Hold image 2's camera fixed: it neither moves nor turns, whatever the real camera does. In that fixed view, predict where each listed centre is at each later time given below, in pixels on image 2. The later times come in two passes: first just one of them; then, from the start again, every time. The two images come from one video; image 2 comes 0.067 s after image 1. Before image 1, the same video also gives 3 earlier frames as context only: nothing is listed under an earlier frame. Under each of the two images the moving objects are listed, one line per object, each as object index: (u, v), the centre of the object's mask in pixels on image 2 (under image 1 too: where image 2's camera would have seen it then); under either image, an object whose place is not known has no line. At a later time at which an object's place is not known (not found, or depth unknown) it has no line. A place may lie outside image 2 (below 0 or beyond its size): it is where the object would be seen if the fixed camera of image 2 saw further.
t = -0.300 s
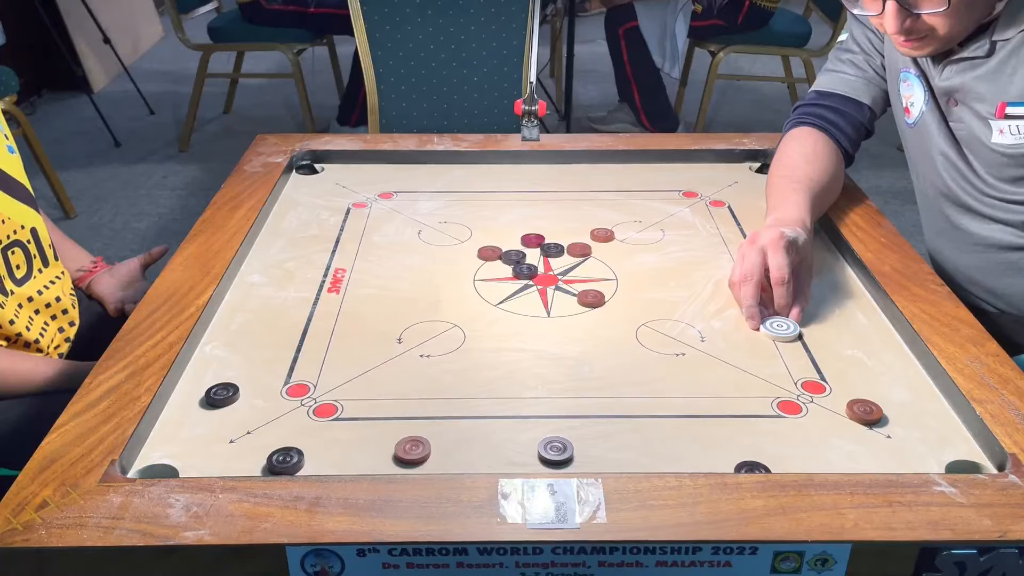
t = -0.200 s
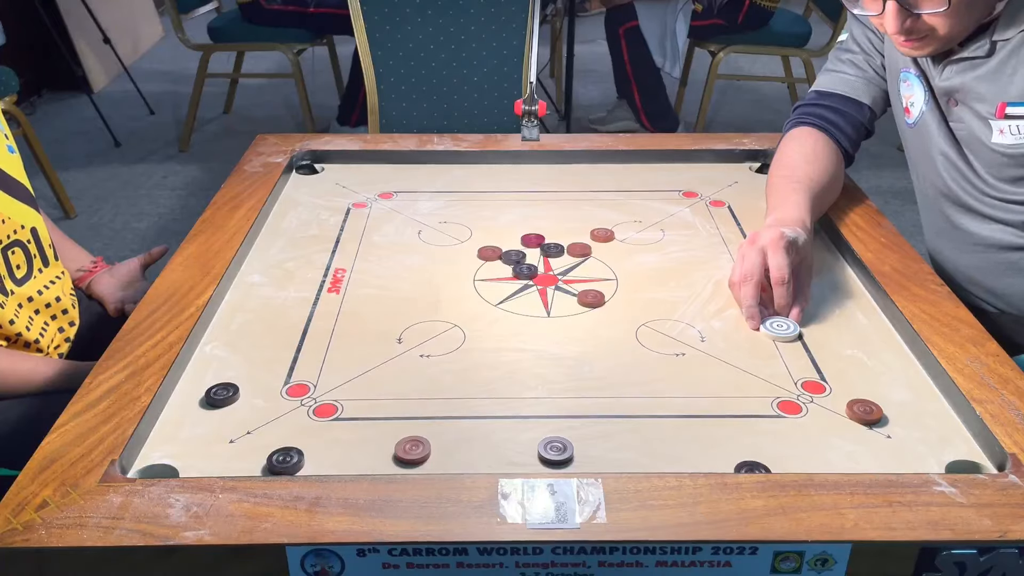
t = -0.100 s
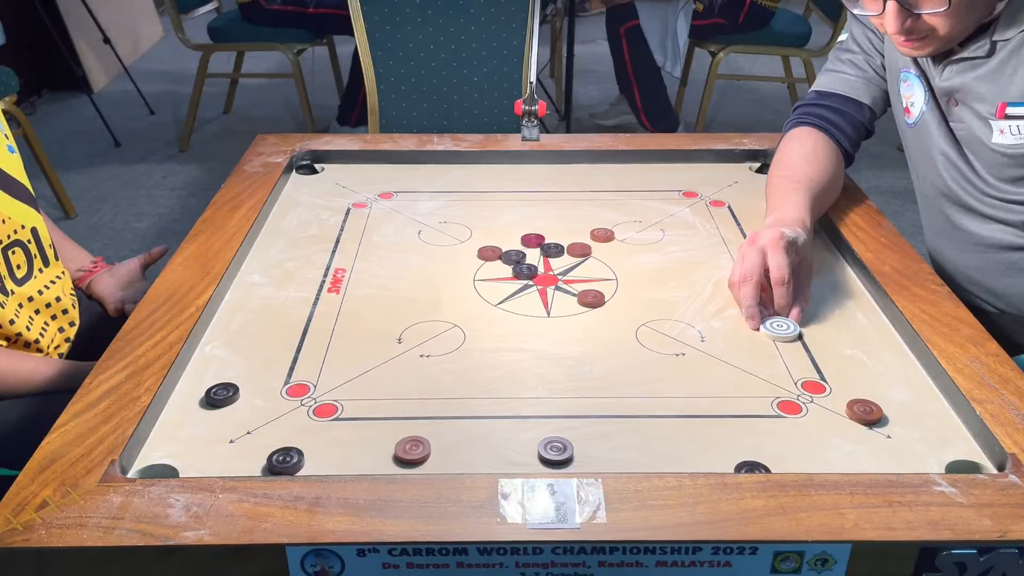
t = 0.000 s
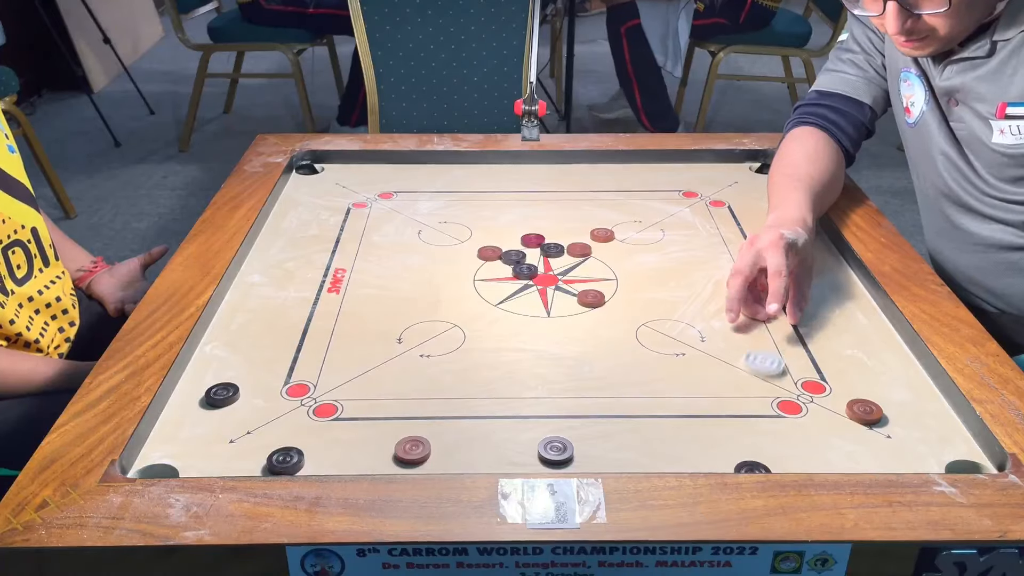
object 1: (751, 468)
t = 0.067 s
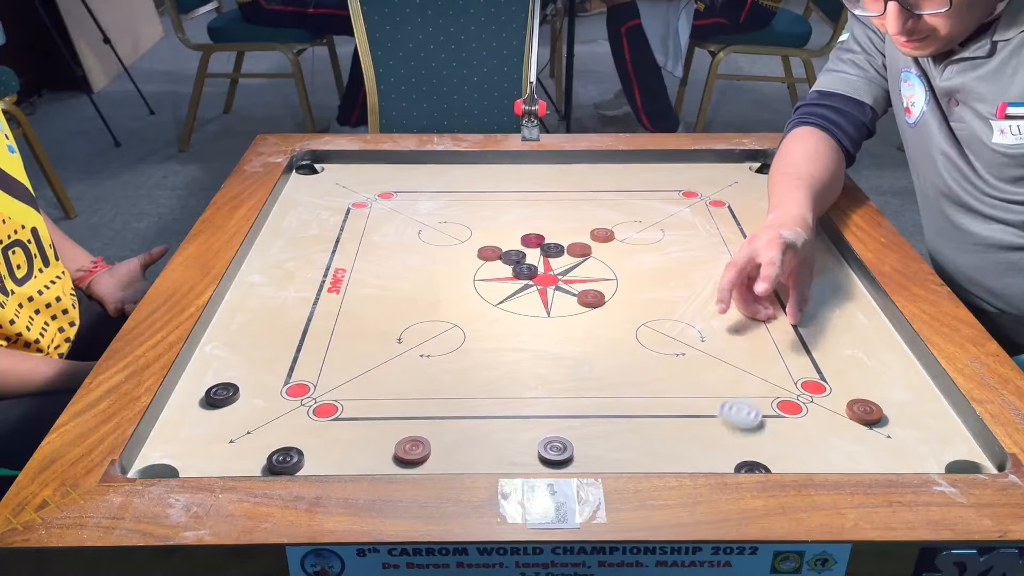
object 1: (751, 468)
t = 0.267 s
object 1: (766, 422)
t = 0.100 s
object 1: (751, 468)
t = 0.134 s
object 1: (755, 465)
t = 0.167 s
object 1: (759, 456)
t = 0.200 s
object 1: (762, 444)
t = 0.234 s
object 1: (764, 432)
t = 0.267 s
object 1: (766, 422)
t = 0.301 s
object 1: (768, 412)
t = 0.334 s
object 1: (769, 403)
